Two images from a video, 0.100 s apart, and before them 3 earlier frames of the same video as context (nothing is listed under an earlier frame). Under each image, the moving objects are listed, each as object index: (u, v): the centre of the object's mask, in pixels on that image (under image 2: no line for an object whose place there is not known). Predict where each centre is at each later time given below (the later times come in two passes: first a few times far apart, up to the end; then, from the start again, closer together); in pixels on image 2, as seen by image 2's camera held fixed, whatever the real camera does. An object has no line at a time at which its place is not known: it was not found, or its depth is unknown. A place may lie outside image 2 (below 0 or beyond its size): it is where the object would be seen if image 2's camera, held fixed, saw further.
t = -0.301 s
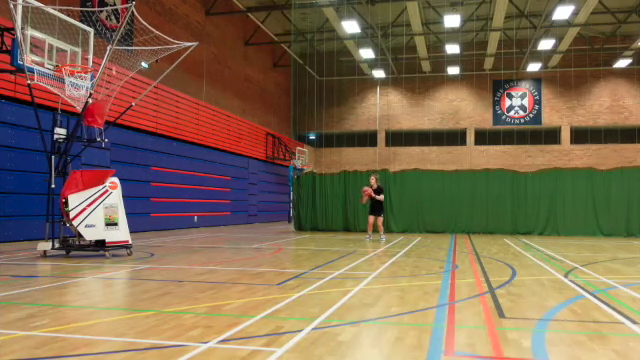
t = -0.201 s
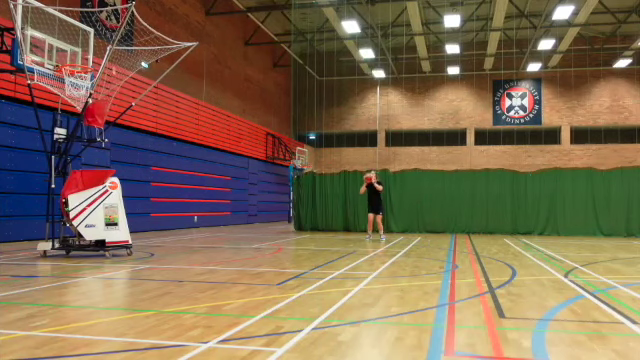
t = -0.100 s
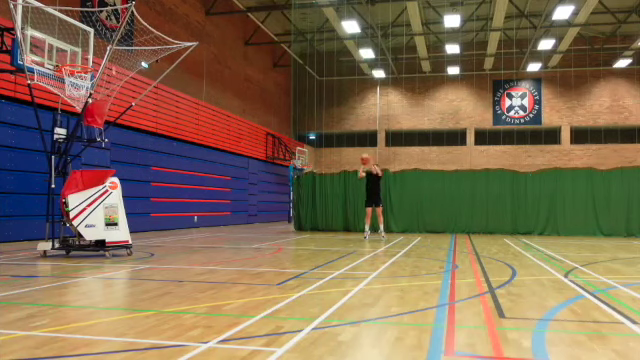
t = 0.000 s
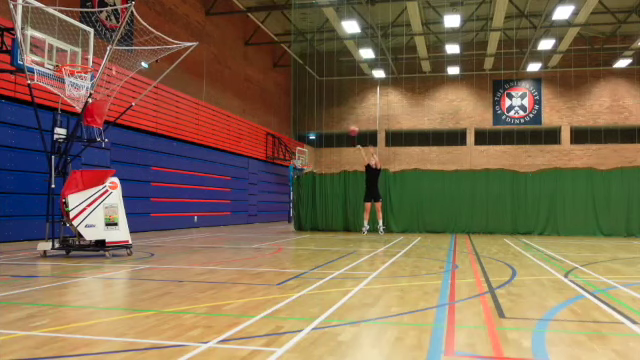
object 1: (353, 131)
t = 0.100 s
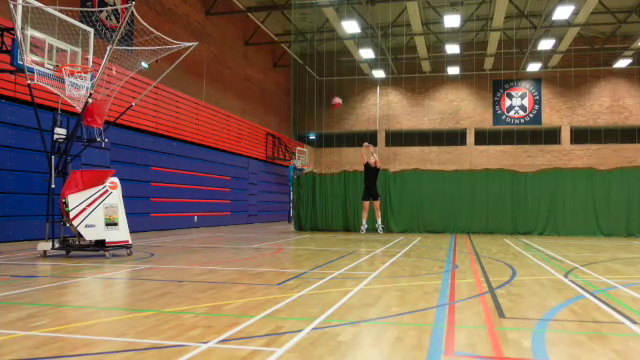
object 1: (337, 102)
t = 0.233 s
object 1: (314, 69)
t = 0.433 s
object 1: (278, 31)
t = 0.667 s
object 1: (229, 6)
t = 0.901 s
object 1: (176, 5)
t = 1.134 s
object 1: (112, 35)
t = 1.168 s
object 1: (104, 41)
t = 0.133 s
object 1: (331, 93)
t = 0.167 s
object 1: (325, 85)
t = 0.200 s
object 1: (320, 77)
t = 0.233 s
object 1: (314, 69)
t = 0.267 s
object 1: (308, 62)
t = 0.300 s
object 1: (302, 55)
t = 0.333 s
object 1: (296, 49)
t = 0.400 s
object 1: (283, 36)
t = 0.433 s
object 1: (278, 31)
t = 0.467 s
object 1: (271, 26)
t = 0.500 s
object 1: (264, 22)
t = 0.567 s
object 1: (251, 14)
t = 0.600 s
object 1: (244, 11)
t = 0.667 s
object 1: (229, 6)
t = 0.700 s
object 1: (222, 5)
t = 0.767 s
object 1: (208, 4)
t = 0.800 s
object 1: (200, 4)
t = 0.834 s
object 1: (191, 3)
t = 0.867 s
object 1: (184, 4)
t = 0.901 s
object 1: (176, 5)
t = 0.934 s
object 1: (167, 8)
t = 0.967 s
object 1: (159, 10)
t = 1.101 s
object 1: (125, 29)
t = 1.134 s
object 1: (112, 35)
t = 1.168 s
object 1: (104, 41)
